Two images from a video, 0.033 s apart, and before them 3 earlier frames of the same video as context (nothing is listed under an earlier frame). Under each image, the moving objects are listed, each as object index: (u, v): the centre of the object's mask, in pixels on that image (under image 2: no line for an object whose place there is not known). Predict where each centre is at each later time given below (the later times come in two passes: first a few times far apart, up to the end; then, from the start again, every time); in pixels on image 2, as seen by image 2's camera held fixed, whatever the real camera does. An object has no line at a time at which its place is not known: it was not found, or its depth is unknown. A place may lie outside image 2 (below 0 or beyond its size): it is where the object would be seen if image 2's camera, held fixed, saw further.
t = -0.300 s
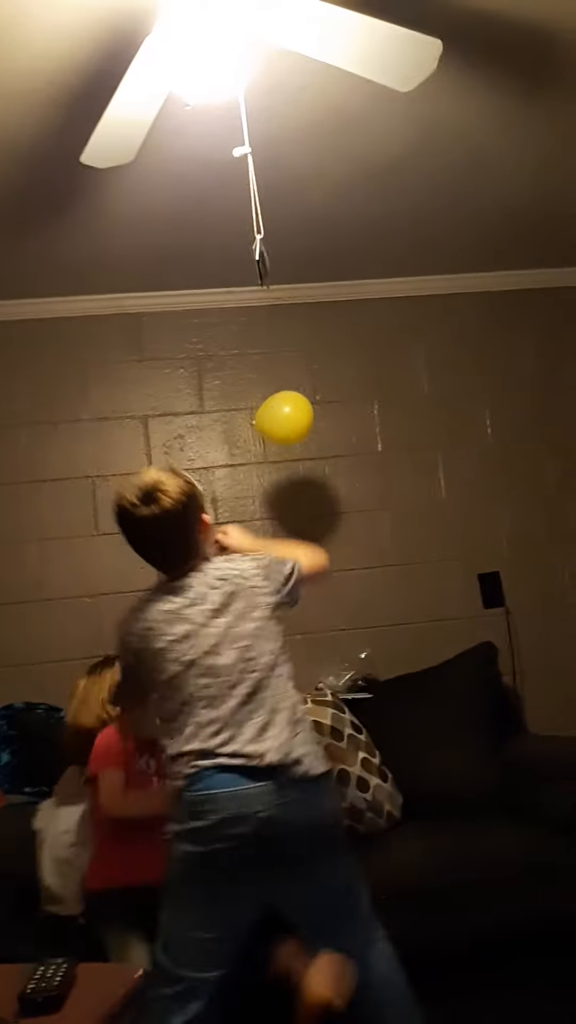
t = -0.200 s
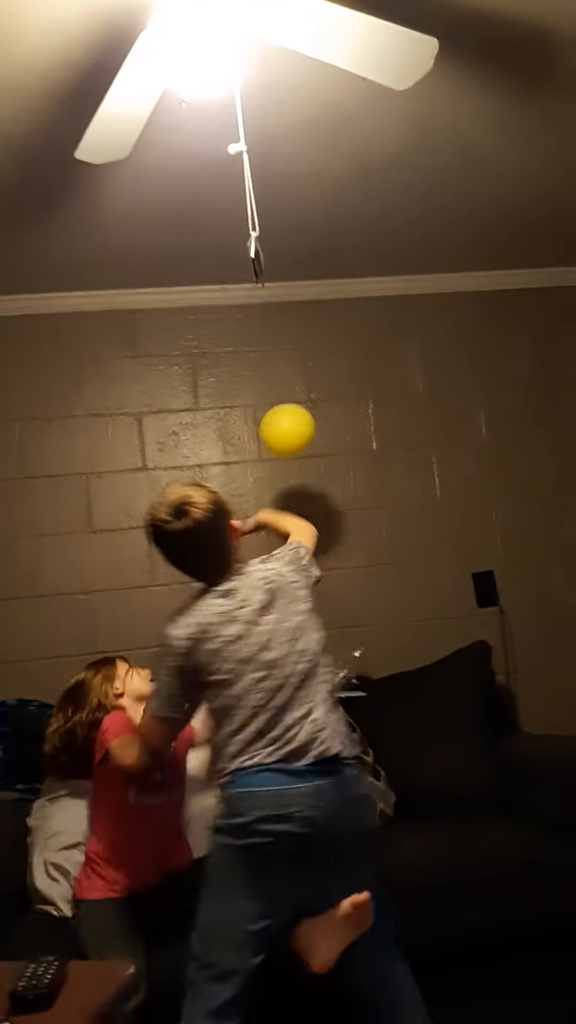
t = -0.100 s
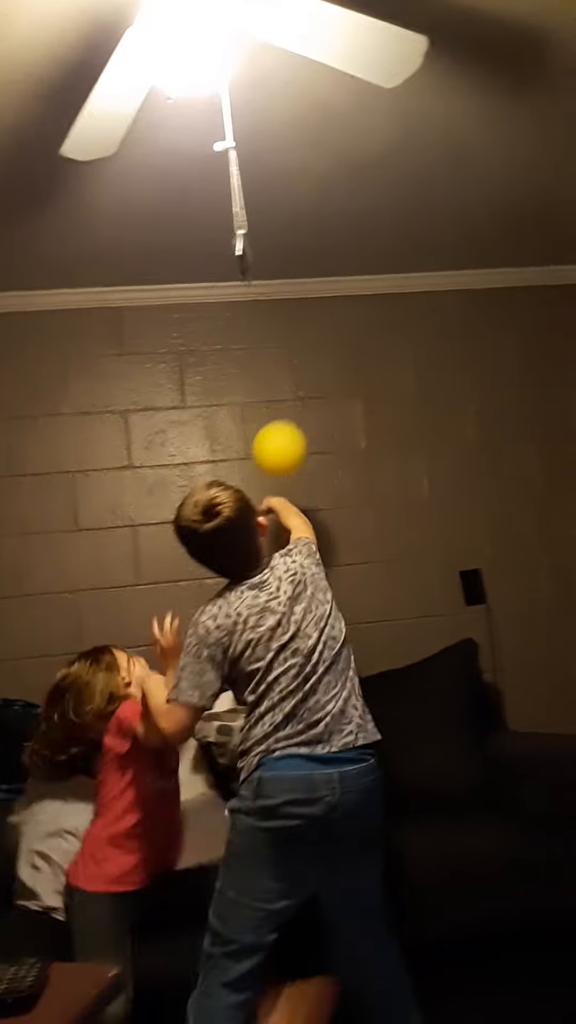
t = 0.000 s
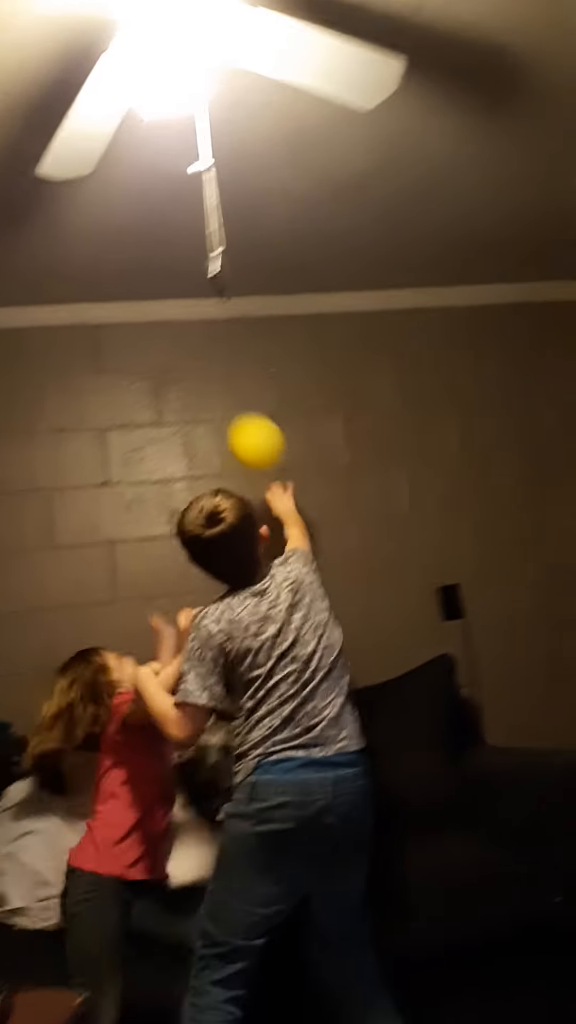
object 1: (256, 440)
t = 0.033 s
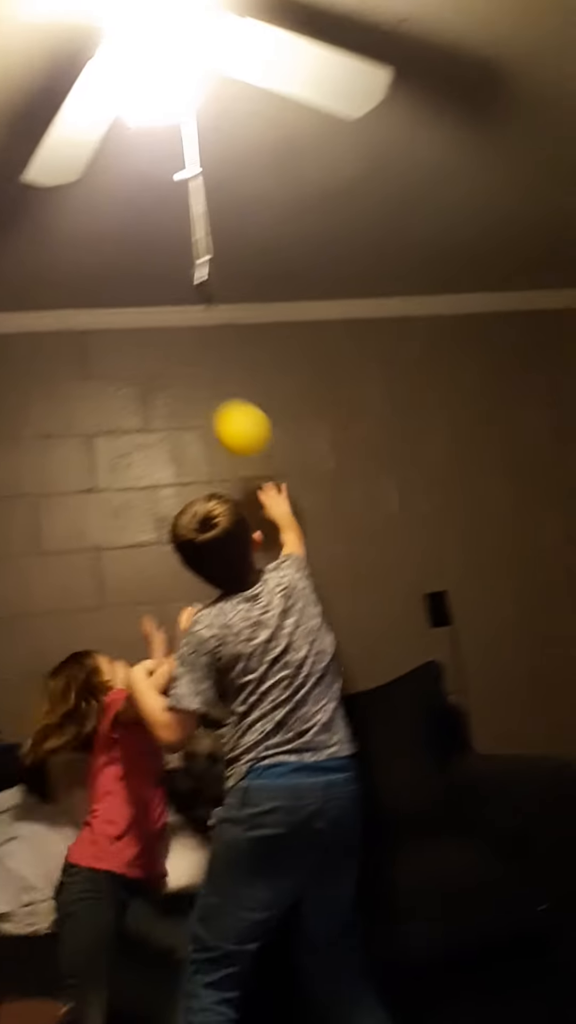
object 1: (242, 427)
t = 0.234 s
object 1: (238, 343)
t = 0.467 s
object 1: (237, 307)
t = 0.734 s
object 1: (246, 328)
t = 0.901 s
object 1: (252, 370)
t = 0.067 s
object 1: (241, 408)
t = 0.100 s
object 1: (240, 392)
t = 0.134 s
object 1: (238, 377)
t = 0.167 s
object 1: (239, 365)
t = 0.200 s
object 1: (238, 353)
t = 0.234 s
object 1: (238, 343)
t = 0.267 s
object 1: (238, 335)
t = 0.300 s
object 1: (237, 327)
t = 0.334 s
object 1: (237, 321)
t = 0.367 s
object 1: (237, 315)
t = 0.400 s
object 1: (237, 312)
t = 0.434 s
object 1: (237, 309)
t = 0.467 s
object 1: (237, 307)
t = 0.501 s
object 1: (238, 307)
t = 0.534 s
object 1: (239, 307)
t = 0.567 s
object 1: (239, 308)
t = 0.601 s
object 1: (241, 310)
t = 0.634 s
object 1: (241, 313)
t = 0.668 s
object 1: (243, 317)
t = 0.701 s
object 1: (244, 322)
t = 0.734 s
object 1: (246, 328)
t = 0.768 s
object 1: (247, 335)
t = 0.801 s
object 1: (248, 343)
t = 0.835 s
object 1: (250, 351)
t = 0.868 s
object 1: (251, 361)
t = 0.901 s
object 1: (252, 370)
